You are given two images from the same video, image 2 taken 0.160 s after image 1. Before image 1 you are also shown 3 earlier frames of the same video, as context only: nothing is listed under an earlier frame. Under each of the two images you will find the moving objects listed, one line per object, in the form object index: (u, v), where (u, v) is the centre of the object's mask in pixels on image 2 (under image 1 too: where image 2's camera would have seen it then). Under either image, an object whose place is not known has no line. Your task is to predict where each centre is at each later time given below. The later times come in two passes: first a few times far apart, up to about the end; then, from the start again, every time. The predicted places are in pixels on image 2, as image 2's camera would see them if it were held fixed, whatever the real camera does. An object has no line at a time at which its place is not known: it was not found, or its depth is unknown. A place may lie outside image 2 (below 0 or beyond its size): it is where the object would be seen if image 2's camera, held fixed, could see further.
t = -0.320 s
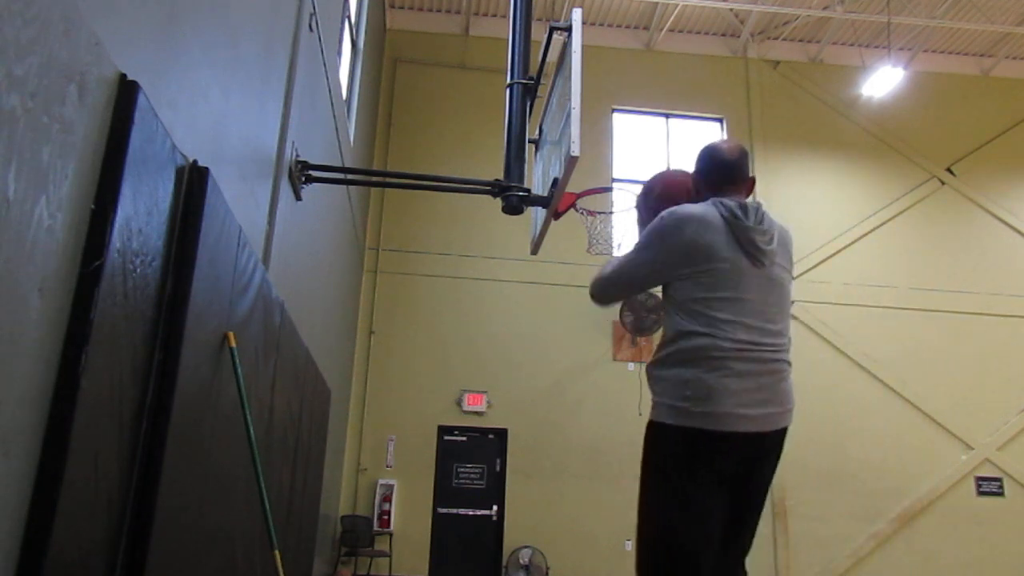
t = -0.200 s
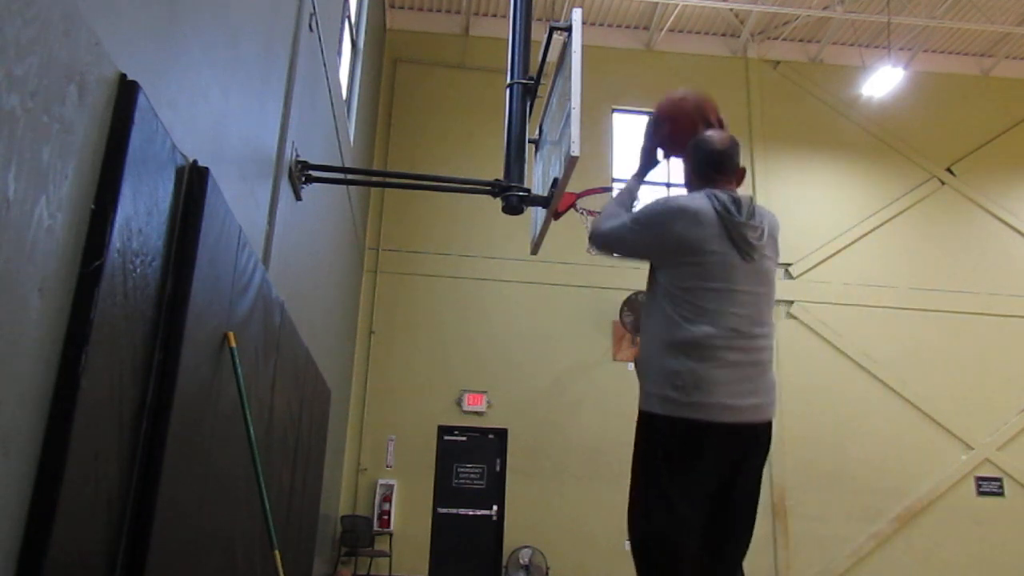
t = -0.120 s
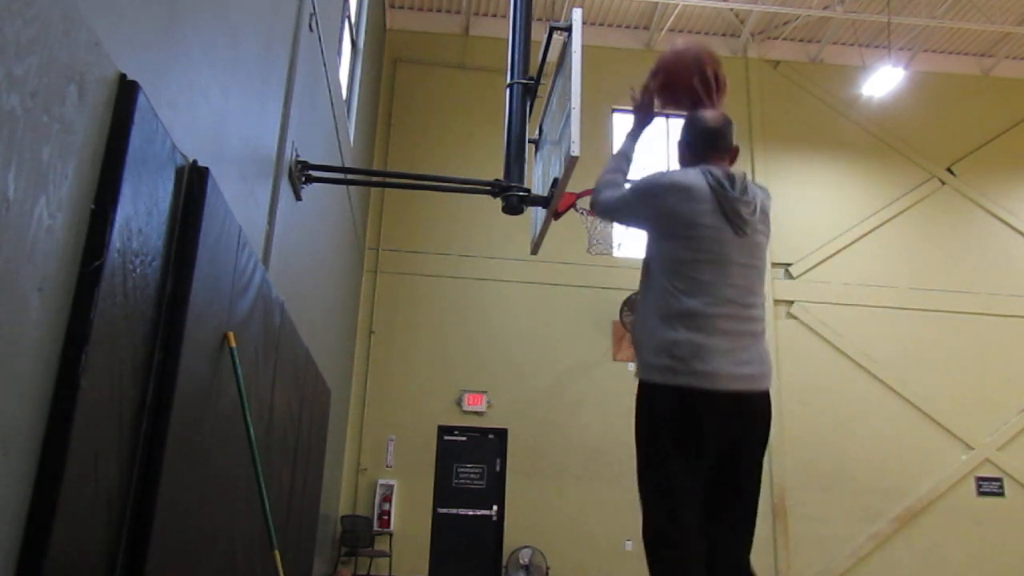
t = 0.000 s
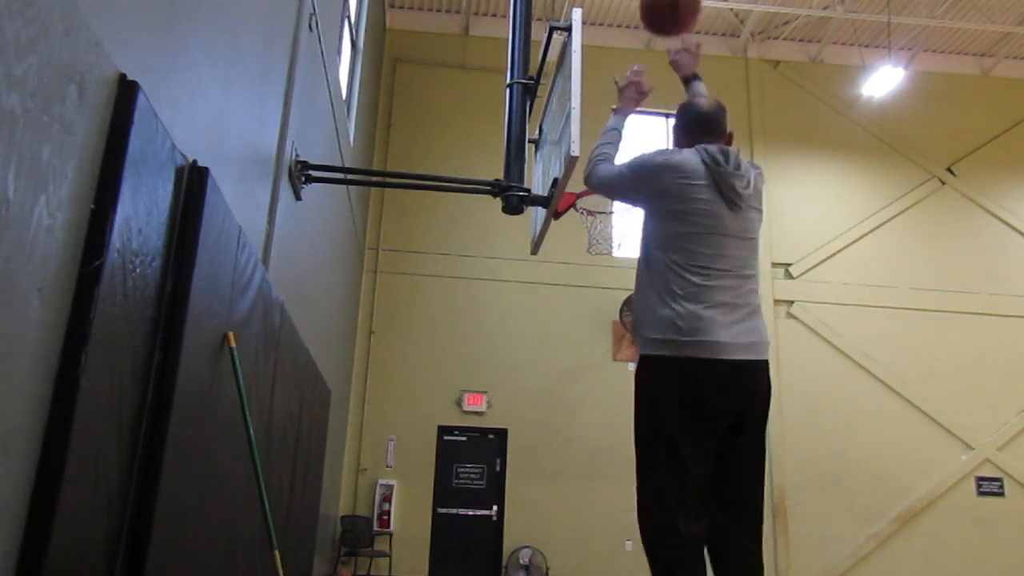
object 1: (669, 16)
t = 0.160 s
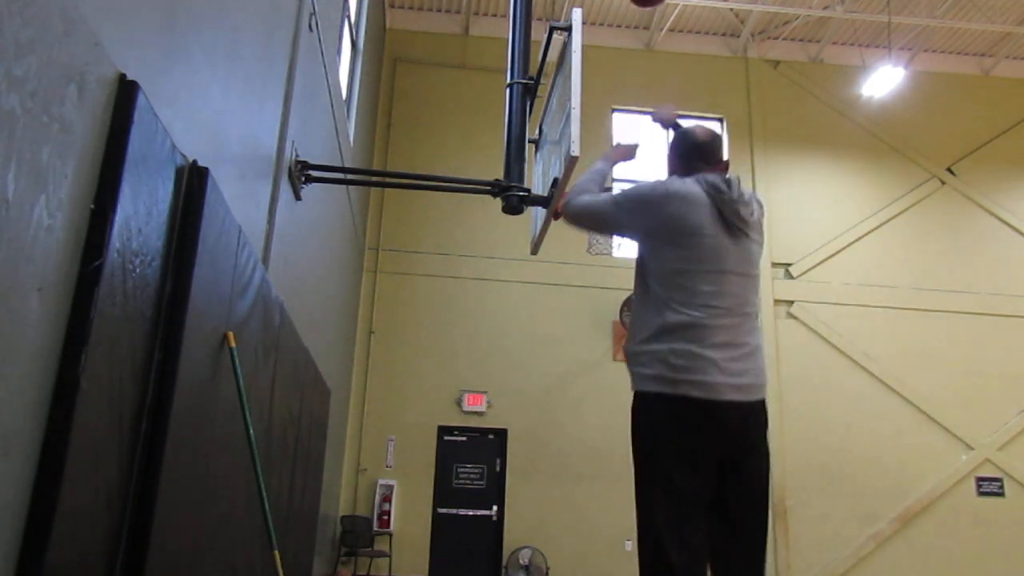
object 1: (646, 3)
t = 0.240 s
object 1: (640, 5)
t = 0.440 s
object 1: (627, 34)
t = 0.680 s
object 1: (612, 140)
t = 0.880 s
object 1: (605, 235)
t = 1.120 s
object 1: (602, 235)
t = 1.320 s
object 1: (601, 282)
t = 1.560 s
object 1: (599, 419)
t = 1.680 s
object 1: (598, 531)
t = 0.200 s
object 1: (643, 3)
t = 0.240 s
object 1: (640, 5)
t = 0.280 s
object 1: (637, 7)
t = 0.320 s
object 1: (634, 10)
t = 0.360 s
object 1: (632, 15)
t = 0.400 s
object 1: (629, 22)
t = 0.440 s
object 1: (627, 34)
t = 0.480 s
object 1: (624, 49)
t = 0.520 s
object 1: (621, 64)
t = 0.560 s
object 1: (619, 81)
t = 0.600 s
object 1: (617, 98)
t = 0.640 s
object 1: (614, 118)
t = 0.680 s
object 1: (612, 140)
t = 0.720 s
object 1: (610, 162)
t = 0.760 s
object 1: (609, 184)
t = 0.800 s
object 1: (607, 208)
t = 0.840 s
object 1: (605, 231)
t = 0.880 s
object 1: (605, 235)
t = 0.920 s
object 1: (604, 230)
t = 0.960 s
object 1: (605, 229)
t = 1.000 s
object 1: (603, 227)
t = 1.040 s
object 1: (603, 228)
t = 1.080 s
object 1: (603, 231)
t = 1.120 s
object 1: (602, 235)
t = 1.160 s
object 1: (601, 241)
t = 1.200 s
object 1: (602, 251)
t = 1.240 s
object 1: (601, 257)
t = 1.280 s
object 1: (602, 268)
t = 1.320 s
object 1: (601, 282)
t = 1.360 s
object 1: (601, 298)
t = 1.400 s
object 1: (601, 316)
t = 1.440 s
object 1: (600, 338)
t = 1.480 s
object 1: (600, 362)
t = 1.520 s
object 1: (600, 389)
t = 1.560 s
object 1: (599, 419)
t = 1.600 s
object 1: (599, 452)
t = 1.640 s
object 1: (598, 490)
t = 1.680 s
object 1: (598, 531)
